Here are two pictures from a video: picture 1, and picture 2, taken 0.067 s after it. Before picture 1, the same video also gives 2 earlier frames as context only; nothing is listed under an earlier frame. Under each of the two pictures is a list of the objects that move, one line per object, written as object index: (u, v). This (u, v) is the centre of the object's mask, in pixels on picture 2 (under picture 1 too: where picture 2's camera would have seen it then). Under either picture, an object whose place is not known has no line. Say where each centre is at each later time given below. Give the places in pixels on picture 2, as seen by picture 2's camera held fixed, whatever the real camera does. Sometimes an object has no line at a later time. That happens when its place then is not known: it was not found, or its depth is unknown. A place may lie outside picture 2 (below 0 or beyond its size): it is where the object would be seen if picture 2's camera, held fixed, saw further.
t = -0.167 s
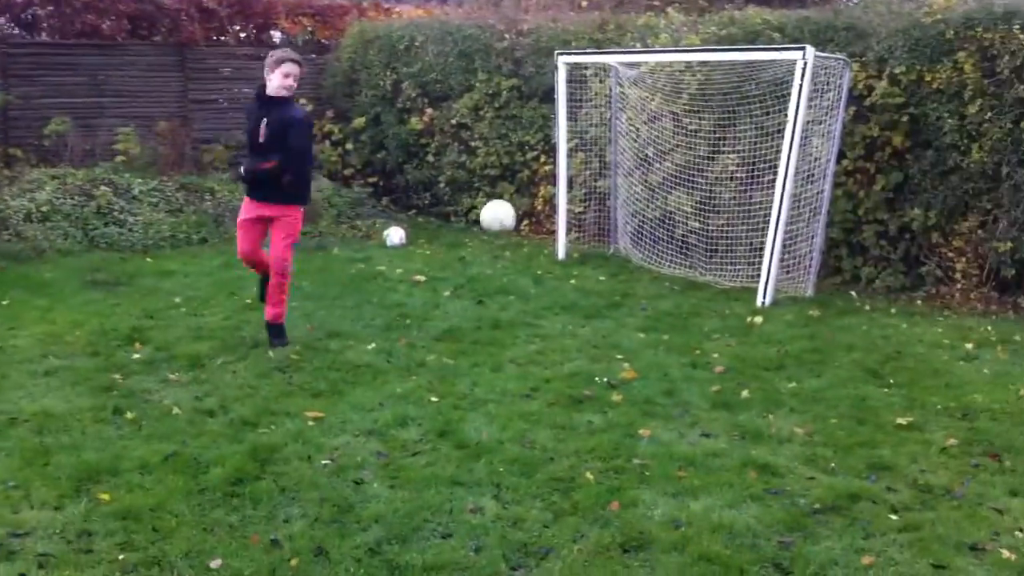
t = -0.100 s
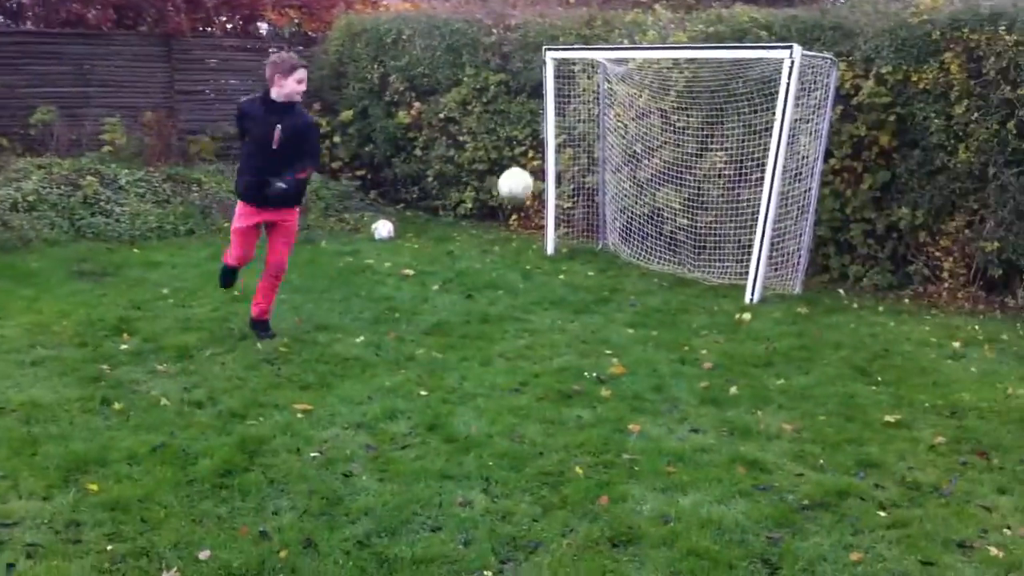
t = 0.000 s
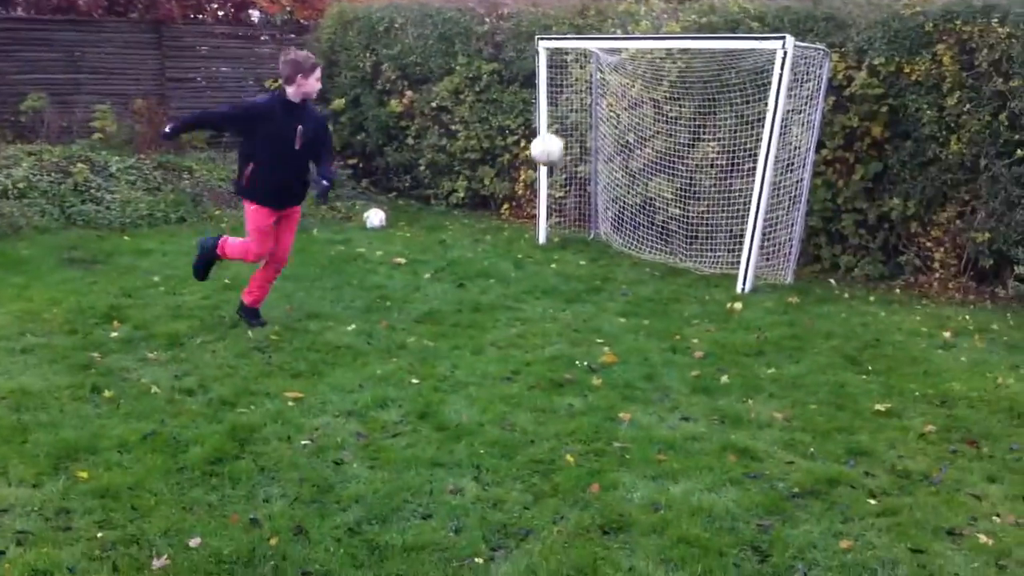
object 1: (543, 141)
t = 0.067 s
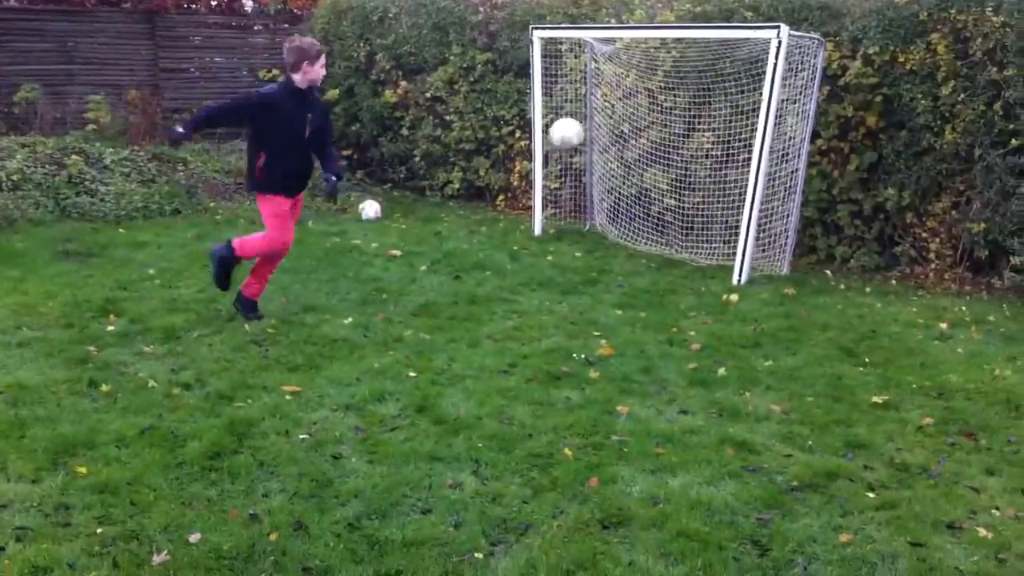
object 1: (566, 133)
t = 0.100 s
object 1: (578, 132)
